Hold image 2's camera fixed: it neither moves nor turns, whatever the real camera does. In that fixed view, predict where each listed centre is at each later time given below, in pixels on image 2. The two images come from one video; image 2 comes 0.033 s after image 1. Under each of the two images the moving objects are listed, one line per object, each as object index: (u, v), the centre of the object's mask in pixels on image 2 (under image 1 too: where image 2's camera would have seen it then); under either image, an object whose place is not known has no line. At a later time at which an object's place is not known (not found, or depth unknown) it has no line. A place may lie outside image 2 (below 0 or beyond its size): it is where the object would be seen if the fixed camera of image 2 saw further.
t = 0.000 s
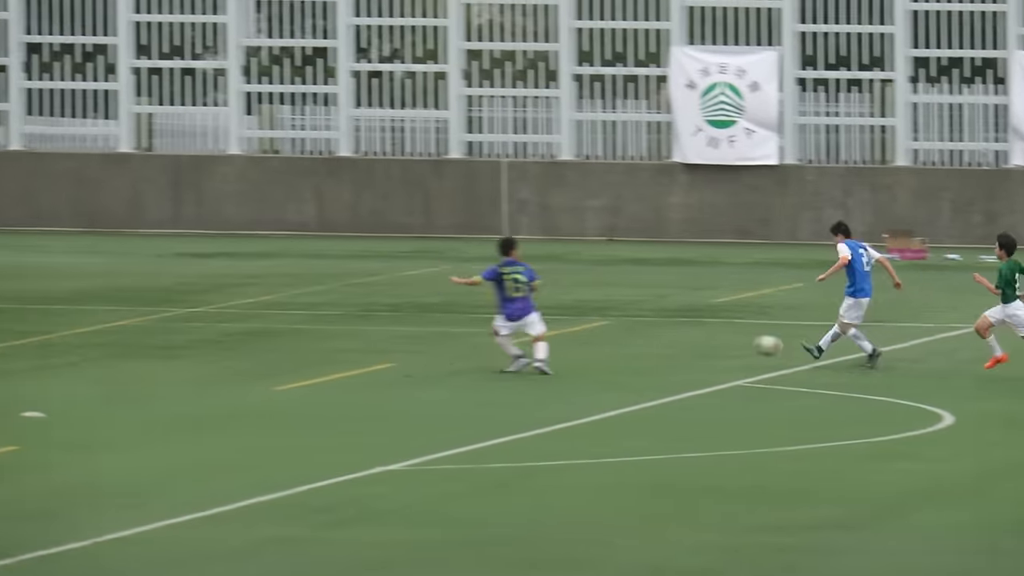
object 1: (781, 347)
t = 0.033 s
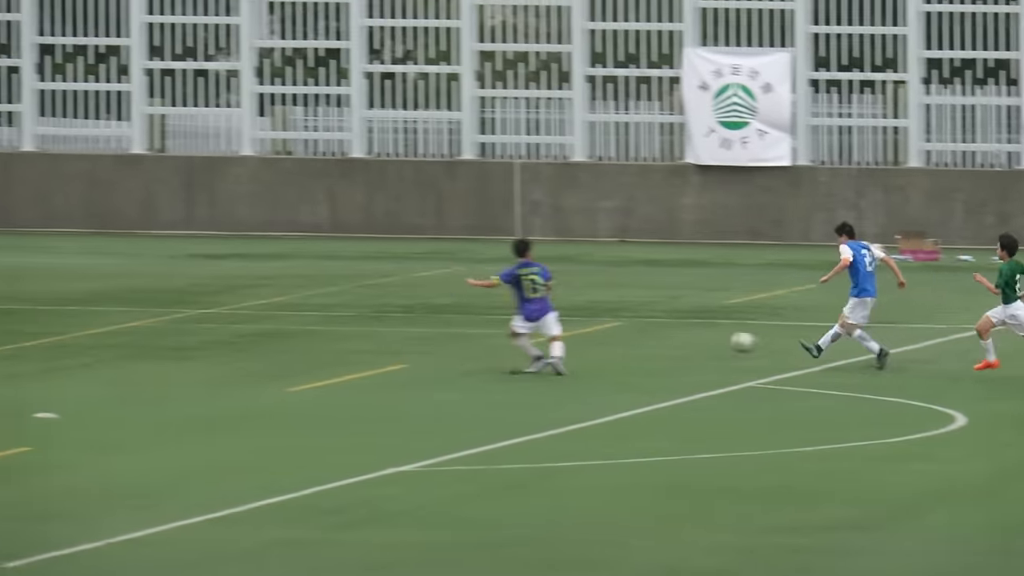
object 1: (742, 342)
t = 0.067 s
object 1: (669, 334)
